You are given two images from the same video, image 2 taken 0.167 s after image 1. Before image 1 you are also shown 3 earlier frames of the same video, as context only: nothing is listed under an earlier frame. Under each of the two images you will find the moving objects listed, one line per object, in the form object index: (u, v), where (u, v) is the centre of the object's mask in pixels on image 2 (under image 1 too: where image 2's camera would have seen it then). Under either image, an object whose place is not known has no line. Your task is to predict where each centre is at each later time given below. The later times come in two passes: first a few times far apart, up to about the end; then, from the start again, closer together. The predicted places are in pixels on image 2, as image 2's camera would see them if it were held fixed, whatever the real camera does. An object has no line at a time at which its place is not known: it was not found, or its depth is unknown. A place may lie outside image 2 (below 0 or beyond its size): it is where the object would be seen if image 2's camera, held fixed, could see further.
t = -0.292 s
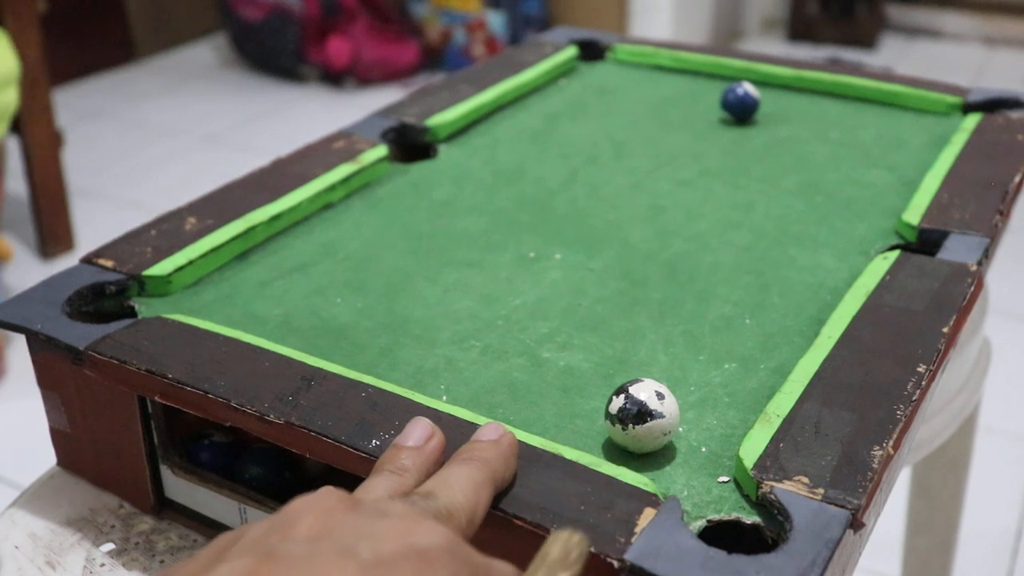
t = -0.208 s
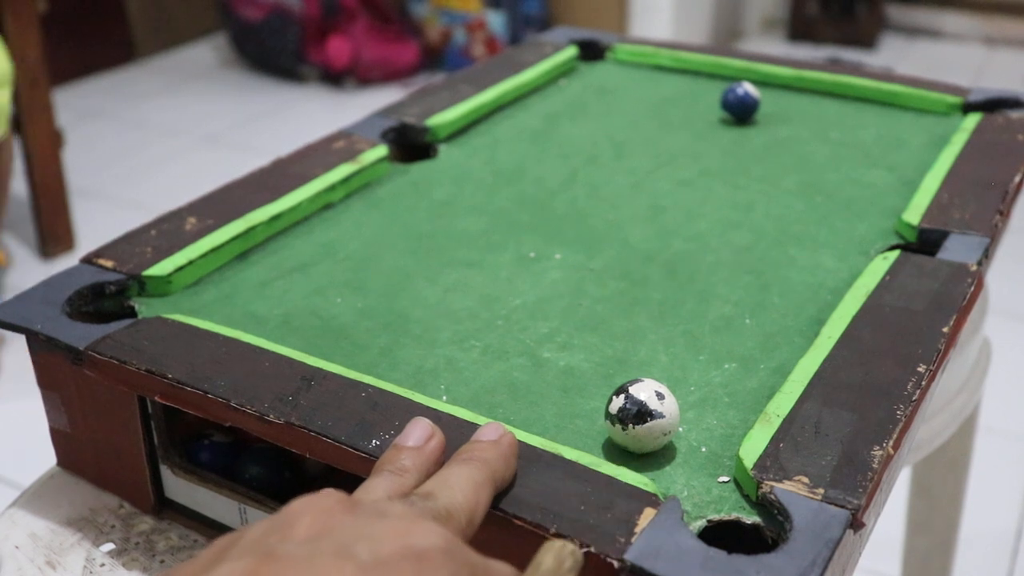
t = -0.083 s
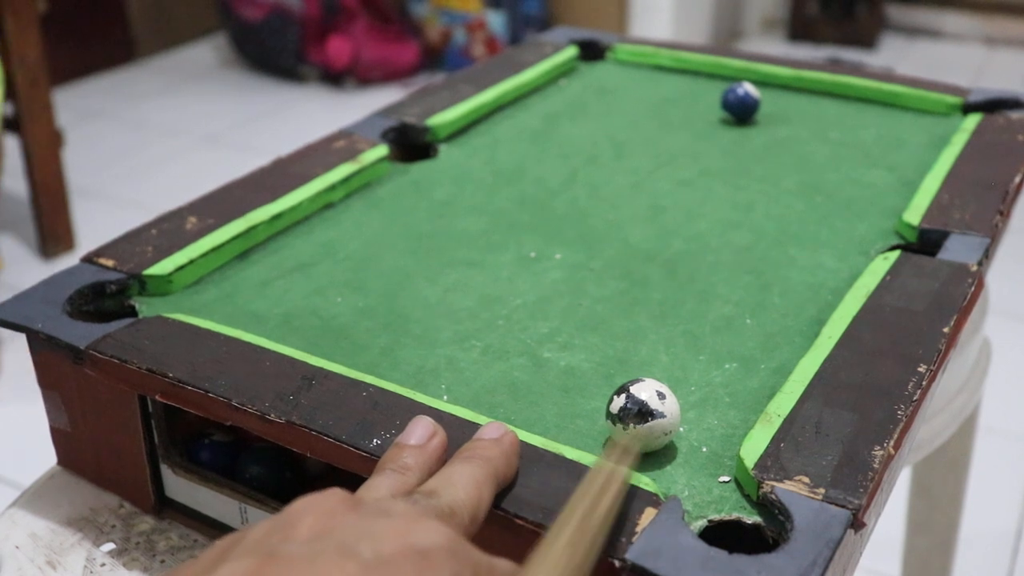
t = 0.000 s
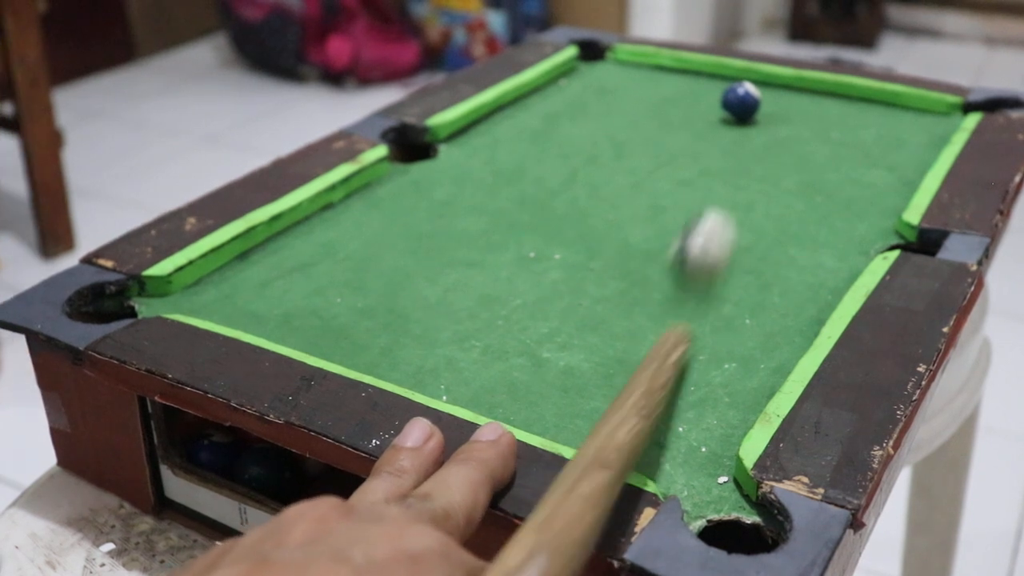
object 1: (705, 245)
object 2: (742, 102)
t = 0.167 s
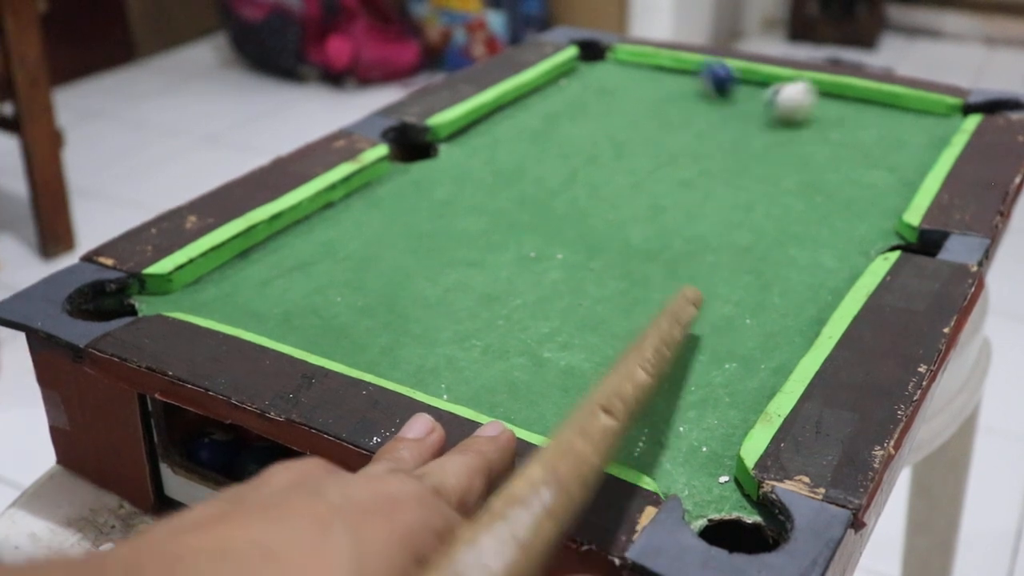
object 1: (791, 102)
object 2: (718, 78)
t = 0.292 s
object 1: (835, 92)
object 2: (635, 59)
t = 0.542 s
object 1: (868, 98)
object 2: (613, 51)
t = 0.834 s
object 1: (889, 106)
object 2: (622, 58)
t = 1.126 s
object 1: (901, 110)
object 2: (630, 72)
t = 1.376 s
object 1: (900, 111)
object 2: (636, 78)
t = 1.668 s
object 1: (899, 111)
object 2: (636, 82)
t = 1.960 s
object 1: (899, 111)
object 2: (636, 81)
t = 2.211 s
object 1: (899, 110)
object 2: (636, 81)
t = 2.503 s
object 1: (899, 110)
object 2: (636, 81)
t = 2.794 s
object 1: (899, 110)
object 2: (636, 81)
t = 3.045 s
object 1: (899, 110)
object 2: (636, 81)
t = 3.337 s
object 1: (899, 110)
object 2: (635, 82)
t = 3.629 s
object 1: (900, 110)
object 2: (635, 82)
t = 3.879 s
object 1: (900, 110)
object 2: (635, 82)
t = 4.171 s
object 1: (900, 110)
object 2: (635, 82)
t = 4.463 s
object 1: (900, 110)
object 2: (635, 82)
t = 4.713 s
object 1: (900, 110)
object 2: (635, 82)
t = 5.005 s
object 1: (900, 110)
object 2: (635, 82)
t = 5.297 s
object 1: (900, 110)
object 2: (635, 82)
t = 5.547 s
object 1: (900, 110)
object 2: (635, 82)
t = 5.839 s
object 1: (900, 110)
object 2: (635, 82)
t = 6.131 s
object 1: (900, 110)
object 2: (635, 82)
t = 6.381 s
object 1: (900, 110)
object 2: (635, 82)
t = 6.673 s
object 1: (900, 110)
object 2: (635, 82)
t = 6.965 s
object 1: (900, 110)
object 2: (635, 82)
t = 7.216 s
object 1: (900, 110)
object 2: (635, 82)
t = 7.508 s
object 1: (900, 110)
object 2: (635, 82)
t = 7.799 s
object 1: (900, 110)
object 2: (635, 82)
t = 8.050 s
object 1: (900, 110)
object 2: (635, 82)
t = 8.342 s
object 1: (900, 110)
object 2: (635, 82)
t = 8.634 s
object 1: (900, 110)
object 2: (635, 82)
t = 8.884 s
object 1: (900, 110)
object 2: (635, 82)
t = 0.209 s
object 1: (817, 86)
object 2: (694, 62)
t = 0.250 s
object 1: (831, 80)
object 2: (665, 60)
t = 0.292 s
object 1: (835, 92)
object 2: (635, 59)
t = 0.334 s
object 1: (842, 95)
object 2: (609, 56)
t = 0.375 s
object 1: (848, 96)
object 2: (598, 52)
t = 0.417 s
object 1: (852, 95)
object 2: (604, 50)
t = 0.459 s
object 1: (859, 96)
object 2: (608, 50)
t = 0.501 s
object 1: (864, 97)
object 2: (611, 51)
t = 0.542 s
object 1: (868, 98)
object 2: (613, 51)
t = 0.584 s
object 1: (873, 98)
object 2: (616, 51)
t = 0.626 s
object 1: (876, 99)
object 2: (616, 52)
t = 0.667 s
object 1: (878, 100)
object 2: (618, 55)
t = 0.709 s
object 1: (881, 102)
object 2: (620, 55)
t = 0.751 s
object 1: (884, 103)
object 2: (621, 57)
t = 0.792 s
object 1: (887, 104)
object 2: (622, 58)
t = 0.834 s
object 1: (889, 106)
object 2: (622, 58)
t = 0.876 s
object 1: (892, 107)
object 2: (624, 60)
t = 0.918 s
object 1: (895, 107)
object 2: (625, 62)
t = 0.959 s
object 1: (897, 108)
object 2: (626, 63)
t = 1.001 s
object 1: (899, 109)
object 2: (627, 66)
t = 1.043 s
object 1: (900, 109)
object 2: (628, 69)
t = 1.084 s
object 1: (901, 109)
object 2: (630, 70)
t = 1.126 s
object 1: (901, 110)
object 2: (630, 72)
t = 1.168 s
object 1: (902, 110)
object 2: (631, 74)
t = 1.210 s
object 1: (902, 110)
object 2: (632, 75)
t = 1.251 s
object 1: (901, 111)
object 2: (632, 76)
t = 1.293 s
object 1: (901, 111)
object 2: (634, 75)
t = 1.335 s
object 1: (900, 111)
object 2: (635, 76)
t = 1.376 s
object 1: (900, 111)
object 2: (636, 78)
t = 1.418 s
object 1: (900, 111)
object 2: (636, 79)
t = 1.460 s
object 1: (900, 111)
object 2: (636, 80)
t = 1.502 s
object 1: (900, 111)
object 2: (636, 80)
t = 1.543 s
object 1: (899, 111)
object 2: (636, 81)
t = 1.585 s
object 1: (899, 111)
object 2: (636, 82)
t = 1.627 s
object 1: (899, 111)
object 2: (636, 82)
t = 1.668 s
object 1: (899, 111)
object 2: (636, 82)
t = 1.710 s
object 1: (899, 111)
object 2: (636, 82)
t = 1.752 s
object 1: (899, 111)
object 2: (636, 82)
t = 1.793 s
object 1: (899, 111)
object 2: (636, 81)
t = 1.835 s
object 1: (899, 111)
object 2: (636, 81)
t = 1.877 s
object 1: (899, 111)
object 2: (636, 81)
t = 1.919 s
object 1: (899, 111)
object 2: (636, 81)
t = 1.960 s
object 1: (899, 111)
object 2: (636, 81)
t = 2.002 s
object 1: (899, 111)
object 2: (636, 81)
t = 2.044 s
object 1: (899, 111)
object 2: (636, 81)
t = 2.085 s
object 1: (899, 111)
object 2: (636, 81)
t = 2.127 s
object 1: (899, 111)
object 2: (636, 81)
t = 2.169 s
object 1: (899, 111)
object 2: (636, 81)
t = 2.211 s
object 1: (899, 110)
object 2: (636, 81)
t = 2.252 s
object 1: (899, 110)
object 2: (636, 81)
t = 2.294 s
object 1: (899, 110)
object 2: (636, 81)
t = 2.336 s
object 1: (899, 110)
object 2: (636, 81)
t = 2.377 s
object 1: (899, 110)
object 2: (636, 81)
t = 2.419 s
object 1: (899, 110)
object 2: (636, 81)
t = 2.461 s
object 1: (899, 110)
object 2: (636, 81)
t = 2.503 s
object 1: (899, 110)
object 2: (636, 81)
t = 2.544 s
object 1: (899, 110)
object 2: (636, 81)
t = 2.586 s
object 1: (899, 110)
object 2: (636, 81)
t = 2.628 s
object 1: (899, 110)
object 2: (636, 81)
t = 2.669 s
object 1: (899, 110)
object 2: (636, 81)
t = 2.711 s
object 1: (899, 110)
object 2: (636, 81)
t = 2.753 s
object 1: (899, 110)
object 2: (636, 81)
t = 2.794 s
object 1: (899, 110)
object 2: (636, 81)
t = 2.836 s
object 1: (899, 110)
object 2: (636, 81)
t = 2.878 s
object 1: (899, 110)
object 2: (636, 81)
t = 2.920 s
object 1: (899, 110)
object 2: (636, 81)
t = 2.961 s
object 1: (899, 110)
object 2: (636, 81)
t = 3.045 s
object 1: (899, 110)
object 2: (636, 81)
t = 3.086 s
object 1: (899, 110)
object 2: (636, 81)
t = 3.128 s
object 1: (899, 110)
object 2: (636, 81)
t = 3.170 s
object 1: (899, 110)
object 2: (636, 82)
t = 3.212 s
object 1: (899, 110)
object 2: (636, 81)
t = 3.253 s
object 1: (899, 110)
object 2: (636, 81)
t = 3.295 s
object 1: (899, 110)
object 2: (636, 82)
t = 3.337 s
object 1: (899, 110)
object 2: (635, 82)
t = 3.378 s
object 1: (900, 110)
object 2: (635, 82)
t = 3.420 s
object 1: (900, 110)
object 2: (635, 82)
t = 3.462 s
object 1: (900, 110)
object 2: (635, 82)
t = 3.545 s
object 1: (900, 110)
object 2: (635, 82)
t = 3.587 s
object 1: (900, 110)
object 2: (635, 82)
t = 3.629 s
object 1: (900, 110)
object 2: (635, 82)
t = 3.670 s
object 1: (900, 110)
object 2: (635, 82)
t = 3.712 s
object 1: (900, 110)
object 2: (635, 82)
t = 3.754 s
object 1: (900, 110)
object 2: (635, 82)
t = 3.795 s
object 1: (900, 110)
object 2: (635, 82)
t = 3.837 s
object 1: (900, 110)
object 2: (635, 82)
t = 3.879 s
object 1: (900, 110)
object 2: (635, 82)
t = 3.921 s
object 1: (900, 110)
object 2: (635, 82)
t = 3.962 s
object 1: (900, 110)
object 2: (635, 82)
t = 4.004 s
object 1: (900, 110)
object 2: (635, 82)
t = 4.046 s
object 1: (900, 110)
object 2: (635, 82)
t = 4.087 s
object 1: (900, 110)
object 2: (635, 82)
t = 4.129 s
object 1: (900, 110)
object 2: (635, 82)
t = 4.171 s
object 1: (900, 110)
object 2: (635, 82)
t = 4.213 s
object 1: (900, 110)
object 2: (635, 82)
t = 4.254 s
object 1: (900, 110)
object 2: (635, 82)
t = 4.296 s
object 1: (900, 110)
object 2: (635, 82)
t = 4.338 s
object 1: (900, 110)
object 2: (635, 82)
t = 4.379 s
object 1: (900, 110)
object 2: (635, 82)
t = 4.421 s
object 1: (900, 110)
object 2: (635, 82)
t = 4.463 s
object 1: (900, 110)
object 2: (635, 82)
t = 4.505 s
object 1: (900, 110)
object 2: (635, 82)
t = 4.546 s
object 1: (900, 110)
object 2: (635, 82)
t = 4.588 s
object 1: (900, 110)
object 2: (635, 82)
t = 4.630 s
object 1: (900, 110)
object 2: (635, 82)
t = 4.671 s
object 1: (900, 110)
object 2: (635, 82)
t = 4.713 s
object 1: (900, 110)
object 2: (635, 82)
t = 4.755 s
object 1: (900, 110)
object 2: (635, 82)
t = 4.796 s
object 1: (900, 110)
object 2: (635, 82)
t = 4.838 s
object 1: (900, 110)
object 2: (635, 82)
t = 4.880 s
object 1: (900, 110)
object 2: (635, 82)
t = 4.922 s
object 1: (900, 110)
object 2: (635, 82)
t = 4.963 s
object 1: (900, 110)
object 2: (635, 82)
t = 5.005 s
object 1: (900, 110)
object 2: (635, 82)
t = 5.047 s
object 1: (900, 109)
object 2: (635, 82)
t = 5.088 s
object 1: (900, 110)
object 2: (635, 82)
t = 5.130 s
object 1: (900, 110)
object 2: (635, 82)
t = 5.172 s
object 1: (900, 110)
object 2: (635, 82)
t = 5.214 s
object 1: (900, 110)
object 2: (635, 82)
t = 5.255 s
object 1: (900, 110)
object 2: (635, 82)
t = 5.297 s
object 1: (900, 110)
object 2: (635, 82)
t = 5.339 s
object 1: (900, 110)
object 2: (635, 82)
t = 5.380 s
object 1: (900, 110)
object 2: (635, 82)
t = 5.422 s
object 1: (900, 110)
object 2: (635, 82)
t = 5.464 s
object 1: (900, 110)
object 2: (635, 82)
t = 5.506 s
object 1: (900, 110)
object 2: (635, 82)
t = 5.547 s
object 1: (900, 110)
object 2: (635, 82)
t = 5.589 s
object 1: (900, 110)
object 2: (635, 82)
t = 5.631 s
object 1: (900, 110)
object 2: (635, 82)
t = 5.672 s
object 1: (900, 110)
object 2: (635, 82)
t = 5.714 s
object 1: (900, 110)
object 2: (635, 82)
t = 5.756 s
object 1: (900, 110)
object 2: (635, 82)
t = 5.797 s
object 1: (900, 110)
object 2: (635, 82)
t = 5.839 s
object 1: (900, 110)
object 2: (635, 82)
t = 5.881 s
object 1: (900, 110)
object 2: (635, 82)
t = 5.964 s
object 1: (900, 110)
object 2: (635, 82)
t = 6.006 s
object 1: (900, 110)
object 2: (635, 82)
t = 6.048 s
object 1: (900, 110)
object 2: (635, 82)
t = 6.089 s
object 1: (900, 110)
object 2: (635, 82)
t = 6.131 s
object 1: (900, 110)
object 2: (635, 82)
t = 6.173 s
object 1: (900, 110)
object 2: (635, 82)
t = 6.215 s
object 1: (900, 110)
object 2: (635, 82)
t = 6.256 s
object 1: (900, 110)
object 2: (635, 82)
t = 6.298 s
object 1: (900, 110)
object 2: (635, 82)
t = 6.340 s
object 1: (900, 110)
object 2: (635, 82)
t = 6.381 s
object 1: (900, 110)
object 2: (635, 82)
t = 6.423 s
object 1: (900, 110)
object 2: (635, 82)
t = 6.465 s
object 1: (900, 110)
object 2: (635, 82)
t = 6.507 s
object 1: (900, 110)
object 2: (635, 82)
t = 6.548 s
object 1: (900, 110)
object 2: (635, 82)
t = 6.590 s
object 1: (900, 110)
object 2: (635, 82)
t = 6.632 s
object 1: (900, 110)
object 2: (635, 82)
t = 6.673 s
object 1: (900, 110)
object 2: (635, 82)
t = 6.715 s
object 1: (900, 110)
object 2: (635, 82)
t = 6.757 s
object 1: (900, 110)
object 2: (635, 82)
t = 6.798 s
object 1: (900, 110)
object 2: (635, 82)
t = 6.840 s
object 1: (900, 110)
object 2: (635, 82)
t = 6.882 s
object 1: (900, 110)
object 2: (635, 82)
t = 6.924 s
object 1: (900, 110)
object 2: (635, 82)
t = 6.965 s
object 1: (900, 110)
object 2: (635, 82)
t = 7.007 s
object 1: (900, 110)
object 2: (635, 82)
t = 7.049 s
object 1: (900, 109)
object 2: (635, 82)
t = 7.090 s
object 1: (900, 110)
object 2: (635, 82)
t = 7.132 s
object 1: (900, 110)
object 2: (635, 82)
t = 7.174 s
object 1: (900, 110)
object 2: (635, 82)
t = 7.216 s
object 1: (900, 110)
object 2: (635, 82)
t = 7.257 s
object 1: (900, 110)
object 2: (635, 82)
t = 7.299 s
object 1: (900, 110)
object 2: (635, 82)
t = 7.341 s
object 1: (900, 110)
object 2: (635, 82)
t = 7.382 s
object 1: (900, 110)
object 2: (635, 82)
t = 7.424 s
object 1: (900, 110)
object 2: (635, 82)
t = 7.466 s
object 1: (900, 110)
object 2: (635, 82)
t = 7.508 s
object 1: (900, 110)
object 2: (635, 82)
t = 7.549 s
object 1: (900, 110)
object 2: (635, 82)
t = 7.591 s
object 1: (900, 110)
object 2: (635, 82)
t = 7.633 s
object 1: (900, 110)
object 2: (635, 82)
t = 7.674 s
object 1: (900, 110)
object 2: (635, 82)
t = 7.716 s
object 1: (900, 110)
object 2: (635, 82)
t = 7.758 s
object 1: (900, 110)
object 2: (635, 82)
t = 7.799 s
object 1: (900, 110)
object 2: (635, 82)
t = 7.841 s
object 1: (900, 110)
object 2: (635, 82)
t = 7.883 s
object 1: (900, 110)
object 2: (635, 82)
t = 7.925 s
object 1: (900, 110)
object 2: (635, 82)
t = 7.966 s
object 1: (900, 110)
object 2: (635, 82)
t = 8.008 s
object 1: (900, 110)
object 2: (635, 82)
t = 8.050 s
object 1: (900, 110)
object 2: (635, 82)
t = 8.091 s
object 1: (900, 110)
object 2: (635, 82)
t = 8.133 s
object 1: (900, 110)
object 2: (635, 82)
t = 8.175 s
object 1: (900, 110)
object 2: (635, 82)
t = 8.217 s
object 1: (900, 110)
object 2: (635, 82)
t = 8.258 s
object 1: (900, 110)
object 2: (635, 82)
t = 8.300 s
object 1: (900, 110)
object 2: (635, 82)
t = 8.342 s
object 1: (900, 110)
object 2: (635, 82)
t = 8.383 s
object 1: (900, 110)
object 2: (635, 82)
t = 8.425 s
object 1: (900, 110)
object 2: (635, 82)
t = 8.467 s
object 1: (900, 110)
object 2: (635, 82)
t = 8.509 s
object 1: (900, 110)
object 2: (635, 82)
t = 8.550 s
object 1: (900, 110)
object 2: (635, 82)
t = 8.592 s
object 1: (900, 110)
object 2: (635, 82)
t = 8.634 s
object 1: (900, 110)
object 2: (635, 82)
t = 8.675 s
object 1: (900, 110)
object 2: (635, 82)
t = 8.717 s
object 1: (900, 110)
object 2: (635, 82)
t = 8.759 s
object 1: (900, 110)
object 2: (635, 82)
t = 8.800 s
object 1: (900, 110)
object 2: (635, 82)
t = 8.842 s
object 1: (900, 110)
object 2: (635, 82)
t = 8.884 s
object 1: (900, 110)
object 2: (635, 82)
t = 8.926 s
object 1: (900, 110)
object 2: (635, 82)
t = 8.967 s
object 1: (900, 110)
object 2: (635, 82)
